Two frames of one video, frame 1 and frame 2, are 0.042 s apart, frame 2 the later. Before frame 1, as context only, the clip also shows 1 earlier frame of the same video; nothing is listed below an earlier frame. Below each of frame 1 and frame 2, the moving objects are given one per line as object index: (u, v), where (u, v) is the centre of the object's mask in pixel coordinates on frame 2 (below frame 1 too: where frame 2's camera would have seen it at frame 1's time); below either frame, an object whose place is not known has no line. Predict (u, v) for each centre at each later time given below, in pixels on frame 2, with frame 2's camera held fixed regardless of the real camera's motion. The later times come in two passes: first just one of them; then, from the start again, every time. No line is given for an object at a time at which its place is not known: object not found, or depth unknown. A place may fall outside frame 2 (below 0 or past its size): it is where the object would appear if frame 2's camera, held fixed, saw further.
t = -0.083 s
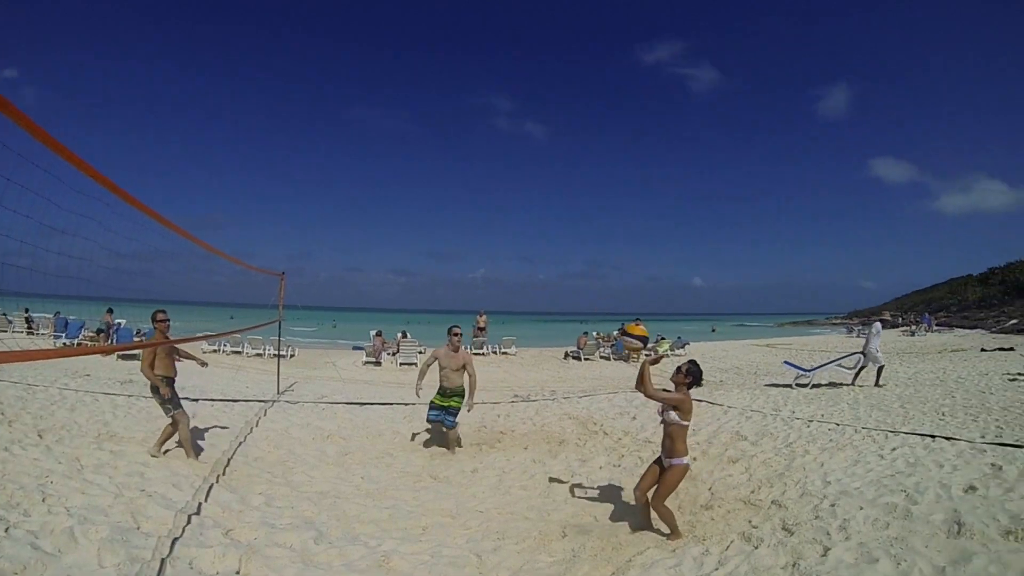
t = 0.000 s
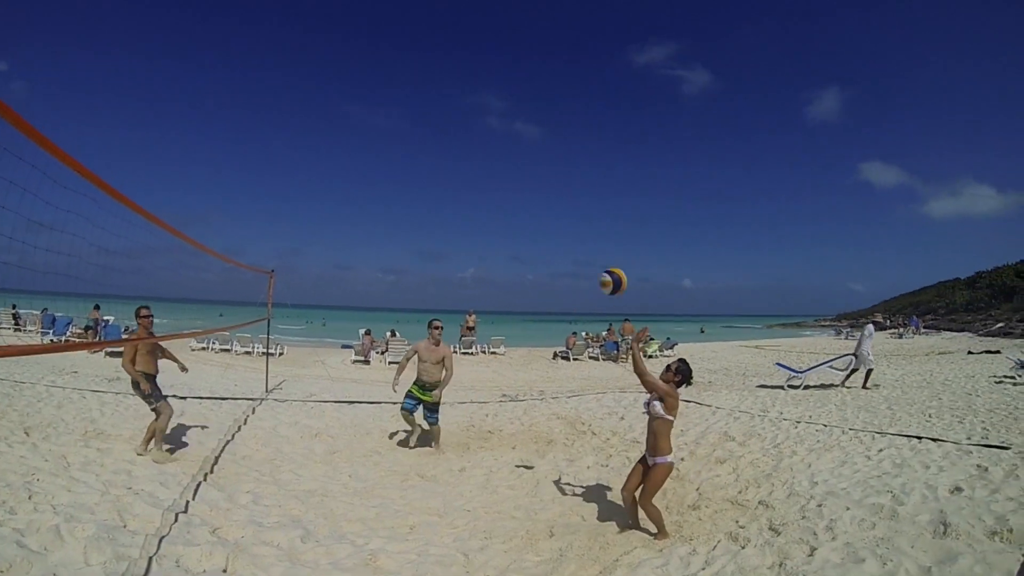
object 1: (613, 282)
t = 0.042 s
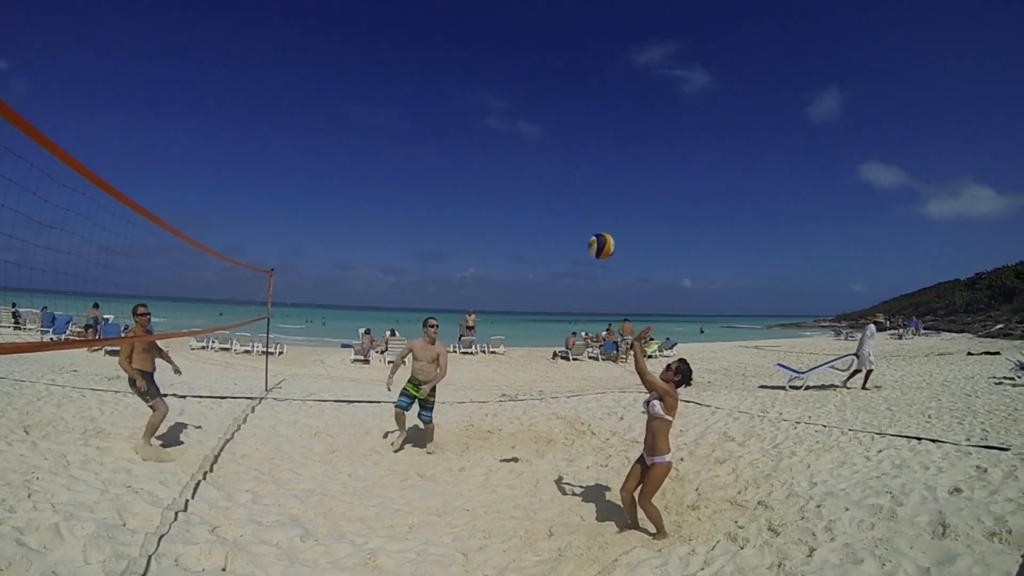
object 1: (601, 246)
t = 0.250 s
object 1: (551, 125)
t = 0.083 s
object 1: (590, 214)
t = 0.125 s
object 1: (580, 187)
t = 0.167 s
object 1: (570, 163)
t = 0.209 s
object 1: (560, 143)
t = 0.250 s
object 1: (551, 125)
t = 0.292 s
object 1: (543, 111)
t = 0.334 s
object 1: (535, 99)
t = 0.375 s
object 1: (528, 88)
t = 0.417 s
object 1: (521, 81)
